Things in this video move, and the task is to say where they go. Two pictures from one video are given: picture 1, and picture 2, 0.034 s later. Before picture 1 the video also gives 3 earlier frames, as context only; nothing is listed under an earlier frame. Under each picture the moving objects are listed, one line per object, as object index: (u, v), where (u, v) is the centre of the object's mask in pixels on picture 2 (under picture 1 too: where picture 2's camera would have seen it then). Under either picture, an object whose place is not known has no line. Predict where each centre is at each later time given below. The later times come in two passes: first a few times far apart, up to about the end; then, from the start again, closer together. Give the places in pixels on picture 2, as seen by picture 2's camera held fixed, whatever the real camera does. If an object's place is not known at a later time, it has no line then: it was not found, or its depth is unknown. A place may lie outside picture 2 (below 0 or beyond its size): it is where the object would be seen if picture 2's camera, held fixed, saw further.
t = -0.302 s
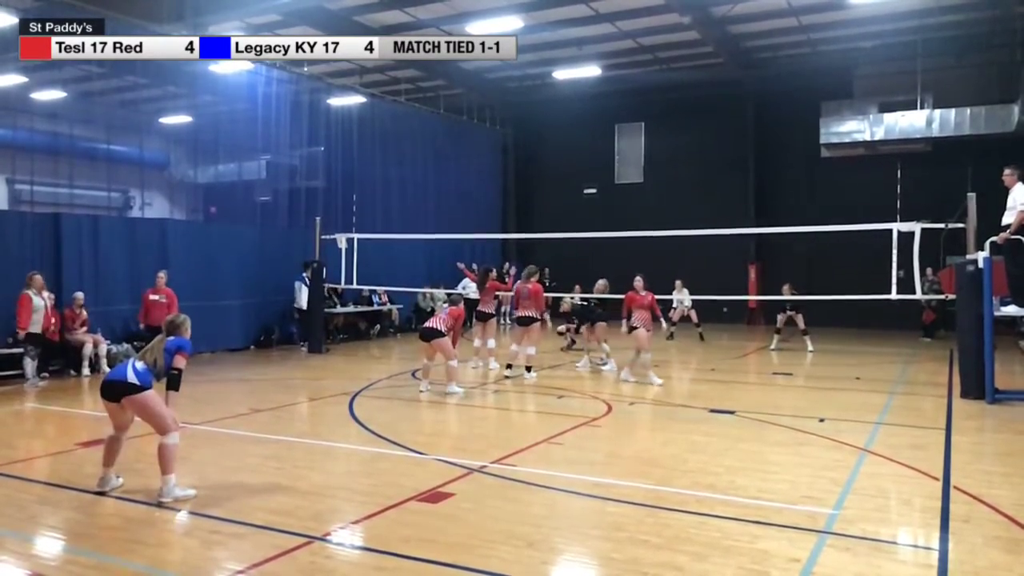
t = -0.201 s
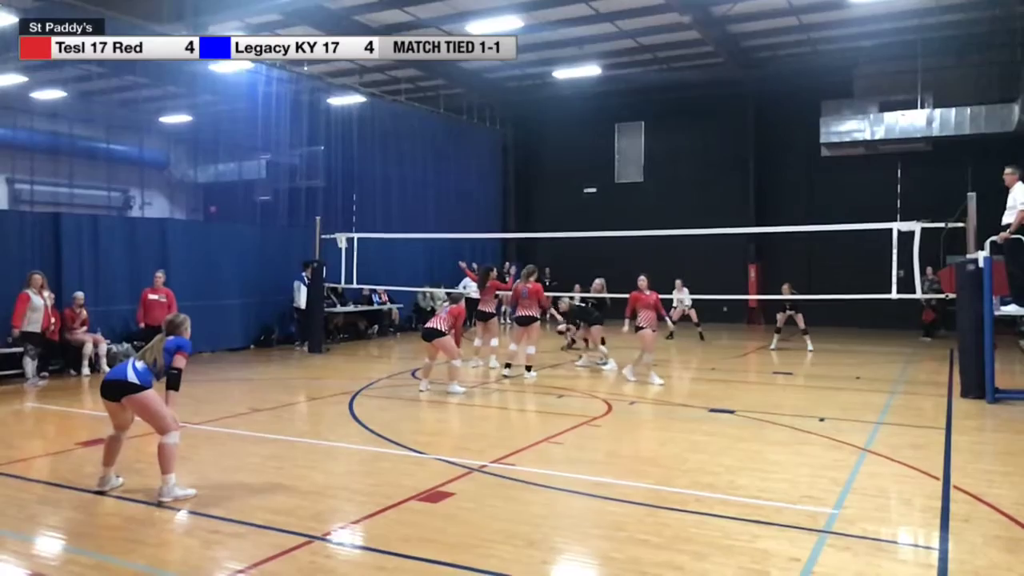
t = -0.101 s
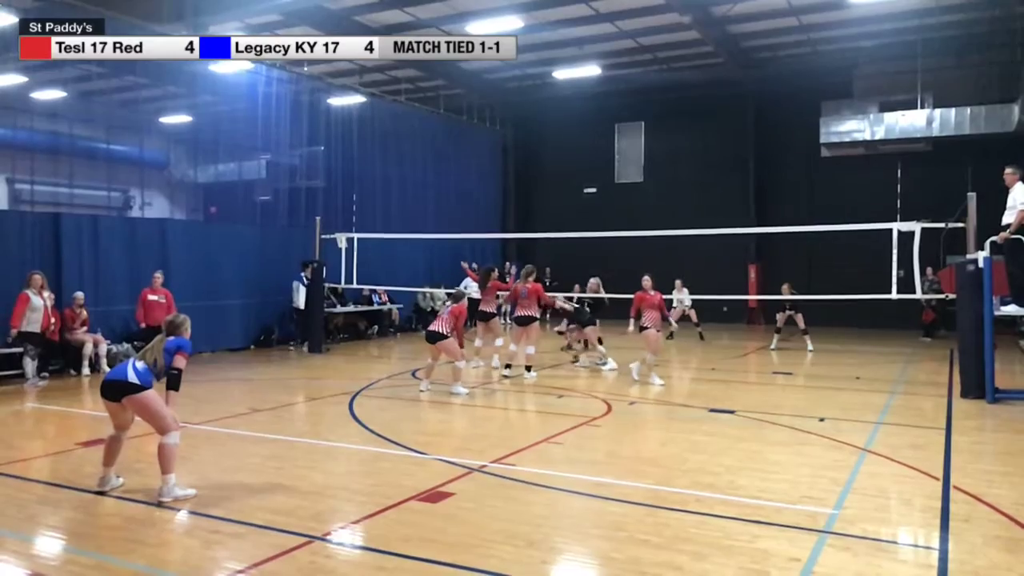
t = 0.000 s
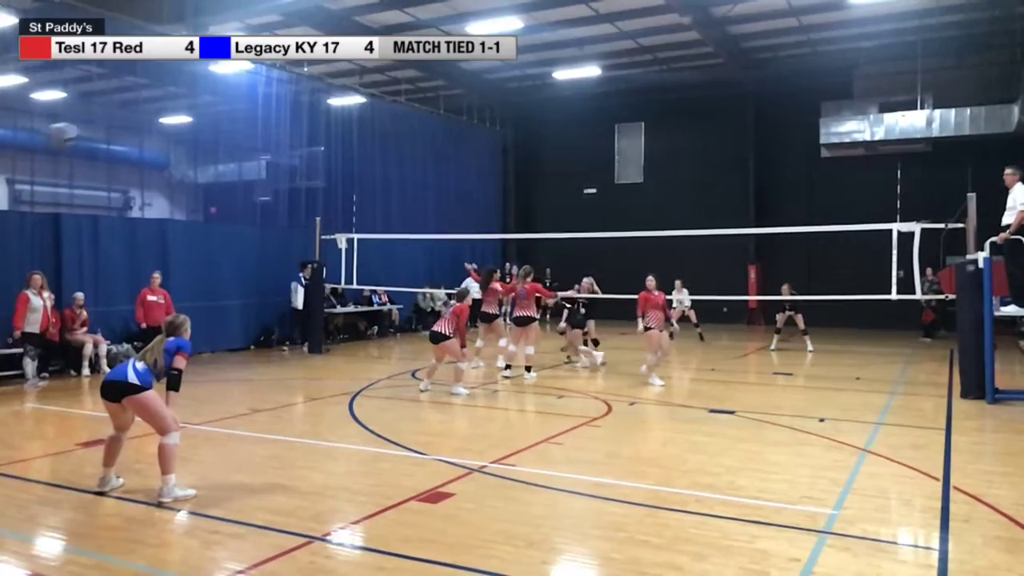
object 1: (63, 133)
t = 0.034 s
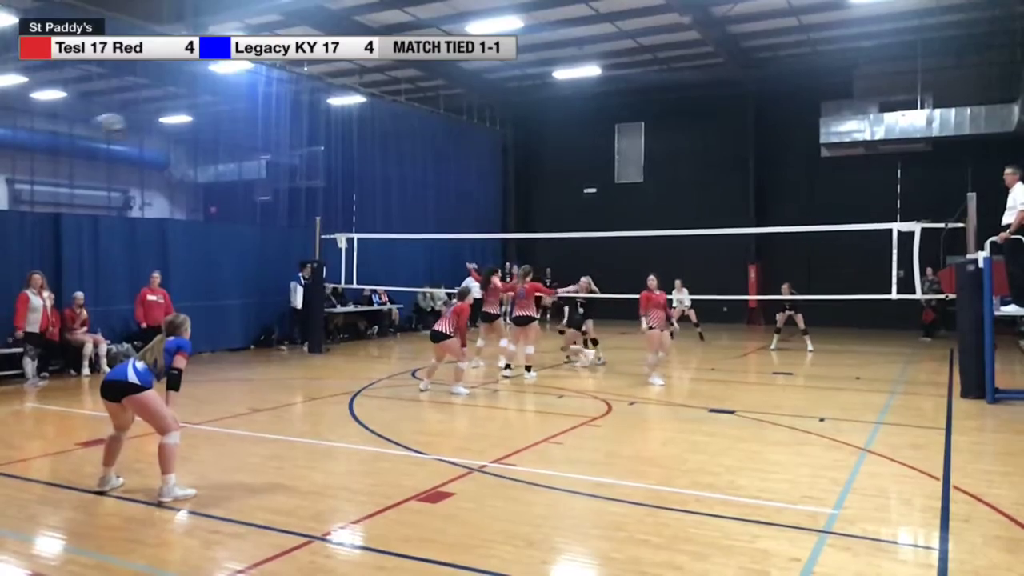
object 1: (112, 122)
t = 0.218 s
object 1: (292, 99)
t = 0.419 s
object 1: (417, 111)
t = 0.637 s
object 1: (502, 143)
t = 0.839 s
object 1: (558, 186)
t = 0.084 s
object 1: (167, 112)
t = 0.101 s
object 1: (186, 109)
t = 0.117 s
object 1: (203, 108)
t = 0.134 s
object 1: (219, 106)
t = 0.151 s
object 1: (235, 104)
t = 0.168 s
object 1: (250, 102)
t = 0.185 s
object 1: (264, 101)
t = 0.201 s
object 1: (279, 99)
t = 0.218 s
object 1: (292, 99)
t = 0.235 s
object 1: (304, 99)
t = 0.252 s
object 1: (317, 99)
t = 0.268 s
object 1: (326, 97)
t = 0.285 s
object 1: (338, 100)
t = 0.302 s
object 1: (350, 101)
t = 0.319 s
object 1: (363, 103)
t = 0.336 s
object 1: (372, 104)
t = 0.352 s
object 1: (381, 105)
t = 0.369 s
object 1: (391, 106)
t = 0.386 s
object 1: (400, 108)
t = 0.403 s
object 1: (408, 110)
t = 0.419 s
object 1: (417, 111)
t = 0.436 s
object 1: (425, 113)
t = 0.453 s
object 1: (433, 115)
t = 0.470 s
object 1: (441, 117)
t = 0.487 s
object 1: (448, 119)
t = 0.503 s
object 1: (455, 122)
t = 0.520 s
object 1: (461, 124)
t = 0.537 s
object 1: (468, 127)
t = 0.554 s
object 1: (474, 129)
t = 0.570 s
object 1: (480, 132)
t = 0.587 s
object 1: (486, 135)
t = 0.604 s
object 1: (491, 137)
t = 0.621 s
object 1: (497, 140)
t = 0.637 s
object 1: (502, 143)
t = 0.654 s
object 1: (507, 146)
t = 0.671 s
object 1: (512, 150)
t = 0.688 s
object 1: (517, 153)
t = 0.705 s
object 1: (522, 157)
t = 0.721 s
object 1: (527, 160)
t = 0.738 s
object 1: (531, 164)
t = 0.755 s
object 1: (536, 168)
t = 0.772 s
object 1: (541, 171)
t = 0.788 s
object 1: (545, 175)
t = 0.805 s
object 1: (549, 178)
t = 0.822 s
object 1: (554, 182)
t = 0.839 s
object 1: (558, 186)
